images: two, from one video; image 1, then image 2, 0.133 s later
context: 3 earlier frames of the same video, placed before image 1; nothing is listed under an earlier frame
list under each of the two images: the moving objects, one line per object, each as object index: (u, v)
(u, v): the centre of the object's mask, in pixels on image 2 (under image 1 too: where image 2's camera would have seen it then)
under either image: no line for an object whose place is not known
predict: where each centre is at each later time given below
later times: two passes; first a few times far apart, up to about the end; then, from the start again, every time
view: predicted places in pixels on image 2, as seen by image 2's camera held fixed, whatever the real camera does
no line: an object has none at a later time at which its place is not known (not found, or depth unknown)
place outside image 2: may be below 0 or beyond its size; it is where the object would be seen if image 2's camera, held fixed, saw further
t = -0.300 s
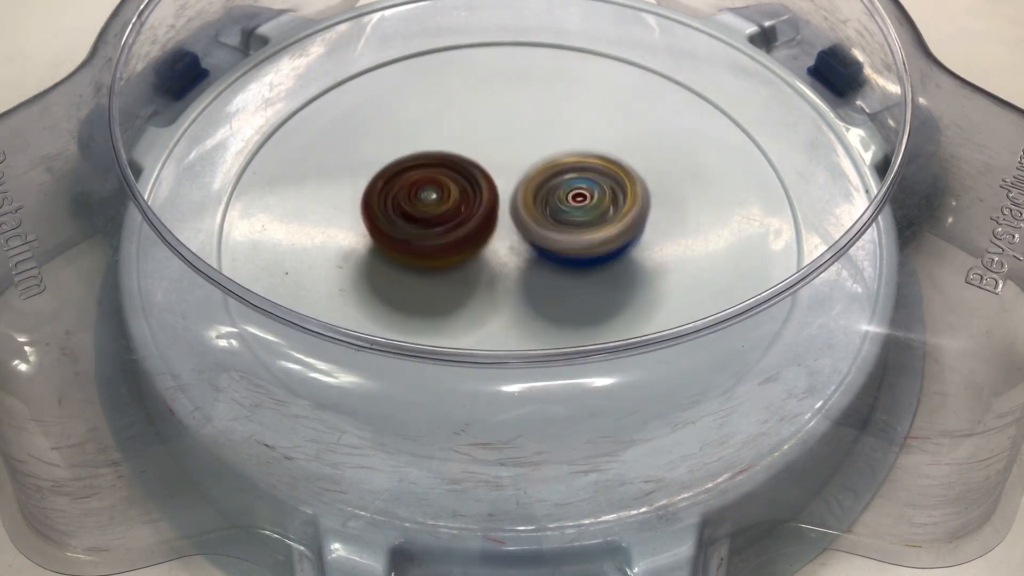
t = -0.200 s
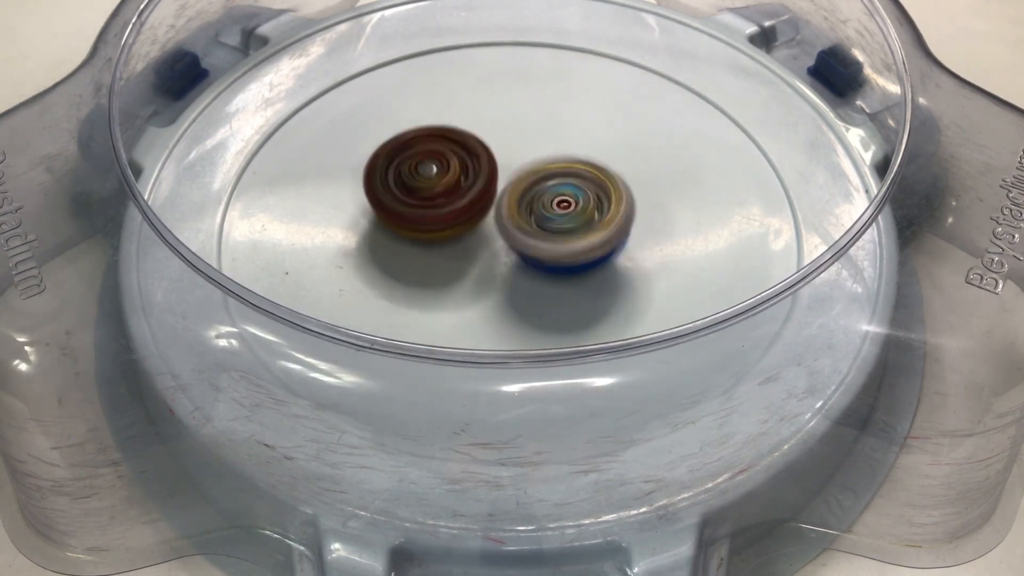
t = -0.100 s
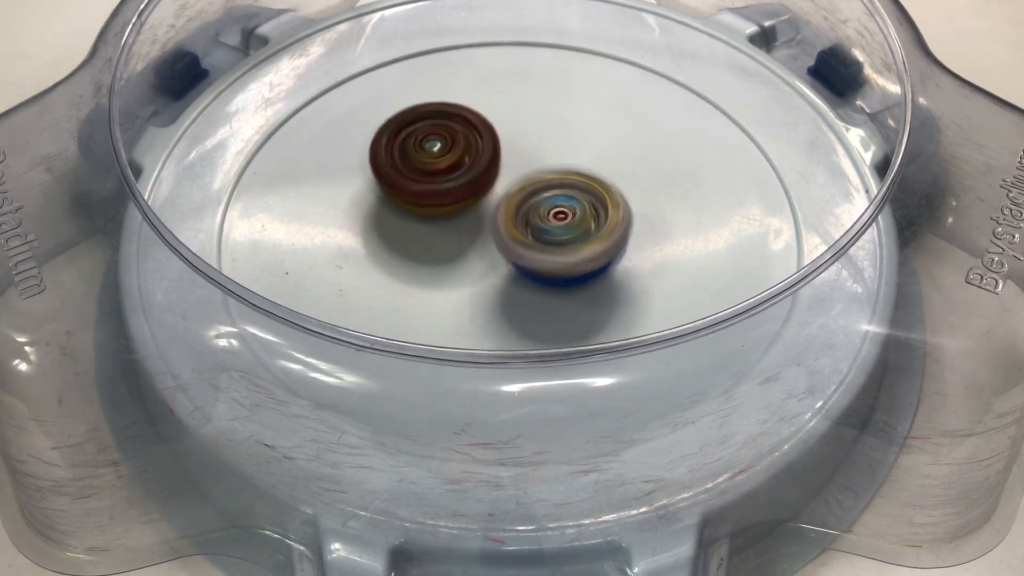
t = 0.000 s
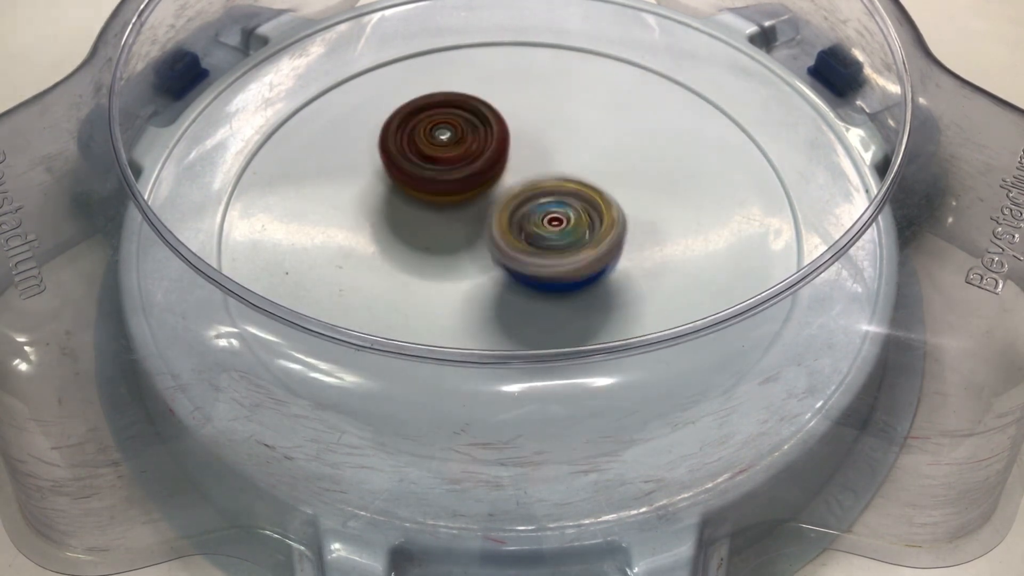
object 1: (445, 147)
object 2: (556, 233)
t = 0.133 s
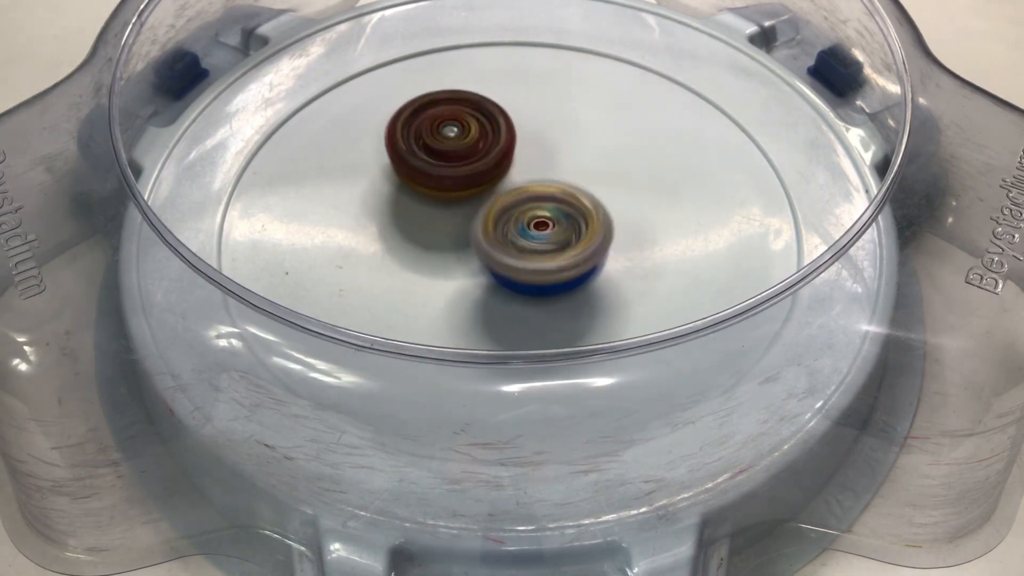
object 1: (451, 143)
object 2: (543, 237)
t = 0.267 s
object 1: (458, 142)
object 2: (520, 236)
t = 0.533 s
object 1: (490, 139)
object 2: (496, 260)
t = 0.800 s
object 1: (526, 142)
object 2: (509, 243)
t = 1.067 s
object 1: (567, 126)
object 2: (523, 256)
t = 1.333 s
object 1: (581, 128)
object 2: (498, 228)
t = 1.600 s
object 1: (586, 145)
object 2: (453, 249)
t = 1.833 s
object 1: (604, 173)
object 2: (427, 260)
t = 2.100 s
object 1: (623, 183)
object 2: (392, 275)
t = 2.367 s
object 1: (596, 207)
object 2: (447, 238)
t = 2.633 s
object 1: (652, 195)
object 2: (411, 221)
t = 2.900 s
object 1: (615, 208)
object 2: (444, 183)
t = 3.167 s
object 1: (619, 219)
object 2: (406, 155)
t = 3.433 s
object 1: (580, 239)
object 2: (459, 180)
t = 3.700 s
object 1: (618, 281)
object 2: (497, 189)
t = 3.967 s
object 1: (604, 287)
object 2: (542, 173)
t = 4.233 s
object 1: (535, 269)
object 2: (541, 158)
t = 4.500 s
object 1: (465, 297)
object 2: (532, 147)
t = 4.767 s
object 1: (454, 284)
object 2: (512, 183)
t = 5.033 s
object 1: (451, 271)
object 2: (545, 171)
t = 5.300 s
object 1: (453, 240)
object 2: (587, 186)
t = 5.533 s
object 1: (439, 228)
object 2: (584, 210)
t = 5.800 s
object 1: (413, 217)
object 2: (567, 225)
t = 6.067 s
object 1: (400, 202)
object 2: (561, 227)
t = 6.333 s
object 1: (431, 195)
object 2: (564, 232)
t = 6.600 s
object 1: (432, 168)
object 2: (558, 229)
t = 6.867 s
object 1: (434, 173)
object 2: (551, 224)
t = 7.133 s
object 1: (416, 160)
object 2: (574, 251)
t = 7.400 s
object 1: (449, 182)
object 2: (566, 257)
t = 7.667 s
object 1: (494, 170)
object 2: (552, 258)
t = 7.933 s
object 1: (534, 172)
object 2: (554, 257)
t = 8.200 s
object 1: (540, 172)
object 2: (521, 250)
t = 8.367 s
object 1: (542, 173)
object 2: (521, 253)
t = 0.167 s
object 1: (453, 143)
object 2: (537, 237)
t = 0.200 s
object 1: (454, 143)
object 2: (531, 237)
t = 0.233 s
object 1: (456, 142)
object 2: (526, 236)
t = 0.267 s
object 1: (458, 142)
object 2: (520, 236)
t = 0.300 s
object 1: (459, 141)
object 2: (513, 235)
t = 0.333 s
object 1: (462, 140)
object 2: (506, 235)
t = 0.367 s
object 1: (465, 139)
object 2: (502, 238)
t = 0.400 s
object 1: (471, 138)
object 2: (498, 242)
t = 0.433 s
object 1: (475, 137)
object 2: (495, 248)
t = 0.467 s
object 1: (481, 137)
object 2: (495, 253)
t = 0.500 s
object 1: (486, 138)
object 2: (495, 258)
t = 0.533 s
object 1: (490, 139)
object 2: (496, 260)
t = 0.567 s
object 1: (494, 140)
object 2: (498, 261)
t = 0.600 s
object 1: (499, 140)
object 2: (501, 261)
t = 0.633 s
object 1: (503, 142)
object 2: (503, 259)
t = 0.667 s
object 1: (508, 143)
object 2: (505, 257)
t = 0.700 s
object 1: (512, 144)
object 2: (507, 254)
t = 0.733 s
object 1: (516, 144)
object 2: (510, 248)
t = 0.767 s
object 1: (522, 144)
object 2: (512, 243)
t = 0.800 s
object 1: (526, 142)
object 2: (509, 243)
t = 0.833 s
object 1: (534, 136)
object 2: (510, 248)
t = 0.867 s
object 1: (543, 131)
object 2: (511, 253)
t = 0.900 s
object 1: (551, 127)
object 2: (514, 256)
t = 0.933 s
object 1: (558, 125)
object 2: (515, 259)
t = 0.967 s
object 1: (562, 124)
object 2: (516, 260)
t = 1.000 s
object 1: (565, 124)
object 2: (519, 260)
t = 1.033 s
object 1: (565, 125)
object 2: (522, 259)
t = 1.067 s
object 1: (567, 126)
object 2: (523, 256)
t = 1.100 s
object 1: (569, 127)
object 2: (524, 253)
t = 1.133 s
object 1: (570, 127)
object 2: (524, 249)
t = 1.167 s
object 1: (572, 128)
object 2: (525, 244)
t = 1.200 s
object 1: (573, 129)
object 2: (525, 236)
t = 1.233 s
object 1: (575, 130)
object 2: (522, 230)
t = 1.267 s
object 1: (575, 132)
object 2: (518, 224)
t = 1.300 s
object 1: (579, 130)
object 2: (507, 226)
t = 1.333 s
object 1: (581, 128)
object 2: (498, 228)
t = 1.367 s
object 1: (580, 128)
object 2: (488, 231)
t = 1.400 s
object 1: (581, 131)
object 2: (480, 235)
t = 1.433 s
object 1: (583, 132)
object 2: (471, 238)
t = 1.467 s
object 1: (585, 133)
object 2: (464, 240)
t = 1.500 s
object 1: (585, 135)
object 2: (460, 243)
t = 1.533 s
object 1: (586, 137)
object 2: (457, 245)
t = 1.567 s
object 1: (587, 139)
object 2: (455, 247)
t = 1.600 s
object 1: (586, 145)
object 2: (453, 249)
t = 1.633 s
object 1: (585, 151)
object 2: (454, 249)
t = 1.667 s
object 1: (583, 159)
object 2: (456, 249)
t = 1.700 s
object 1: (581, 168)
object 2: (460, 248)
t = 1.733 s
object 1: (578, 177)
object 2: (466, 245)
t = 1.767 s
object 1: (582, 181)
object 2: (459, 246)
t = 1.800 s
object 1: (596, 174)
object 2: (441, 255)
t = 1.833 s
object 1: (604, 173)
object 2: (427, 260)
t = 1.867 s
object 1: (612, 175)
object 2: (420, 263)
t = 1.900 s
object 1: (616, 176)
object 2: (414, 266)
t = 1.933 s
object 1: (620, 178)
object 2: (406, 269)
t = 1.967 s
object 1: (622, 177)
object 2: (398, 271)
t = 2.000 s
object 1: (621, 179)
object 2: (391, 273)
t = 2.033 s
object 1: (621, 180)
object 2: (388, 275)
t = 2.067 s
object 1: (621, 182)
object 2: (388, 275)
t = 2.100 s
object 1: (623, 183)
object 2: (392, 275)
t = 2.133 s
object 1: (622, 184)
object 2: (398, 272)
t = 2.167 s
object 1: (622, 185)
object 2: (405, 267)
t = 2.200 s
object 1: (621, 188)
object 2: (415, 261)
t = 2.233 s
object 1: (617, 191)
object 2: (425, 256)
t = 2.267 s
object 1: (612, 195)
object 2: (434, 250)
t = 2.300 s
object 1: (604, 199)
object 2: (443, 245)
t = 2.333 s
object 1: (597, 205)
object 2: (451, 241)
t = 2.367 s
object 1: (596, 207)
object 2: (447, 238)
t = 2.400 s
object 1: (619, 200)
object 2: (428, 237)
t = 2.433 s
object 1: (632, 196)
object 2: (414, 237)
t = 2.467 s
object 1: (640, 195)
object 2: (407, 234)
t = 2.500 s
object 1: (648, 195)
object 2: (404, 231)
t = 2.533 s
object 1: (652, 194)
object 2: (403, 229)
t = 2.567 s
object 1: (653, 193)
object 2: (404, 226)
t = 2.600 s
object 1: (653, 194)
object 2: (405, 224)
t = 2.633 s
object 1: (652, 195)
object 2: (411, 221)
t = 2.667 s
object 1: (651, 198)
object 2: (416, 217)
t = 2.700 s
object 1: (649, 199)
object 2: (424, 212)
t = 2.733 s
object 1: (644, 200)
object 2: (432, 207)
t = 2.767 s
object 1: (636, 201)
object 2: (439, 202)
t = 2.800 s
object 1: (625, 203)
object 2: (447, 198)
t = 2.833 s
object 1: (613, 205)
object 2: (455, 194)
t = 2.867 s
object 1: (602, 206)
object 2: (459, 191)
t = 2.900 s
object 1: (615, 208)
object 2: (444, 183)
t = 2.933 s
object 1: (620, 210)
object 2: (432, 177)
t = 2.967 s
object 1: (622, 210)
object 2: (427, 172)
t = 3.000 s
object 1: (621, 211)
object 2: (422, 168)
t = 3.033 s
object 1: (619, 214)
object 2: (416, 164)
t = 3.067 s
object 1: (620, 216)
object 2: (411, 158)
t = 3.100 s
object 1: (620, 217)
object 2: (407, 156)
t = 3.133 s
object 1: (619, 218)
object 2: (406, 154)
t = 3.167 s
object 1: (619, 219)
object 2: (406, 155)
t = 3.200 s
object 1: (618, 221)
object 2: (408, 156)
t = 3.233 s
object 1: (616, 223)
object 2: (412, 159)
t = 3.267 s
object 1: (612, 225)
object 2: (418, 161)
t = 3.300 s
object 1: (606, 228)
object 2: (428, 166)
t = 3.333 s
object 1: (601, 231)
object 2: (436, 169)
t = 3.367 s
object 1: (594, 233)
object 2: (445, 173)
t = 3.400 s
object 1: (587, 236)
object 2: (453, 177)
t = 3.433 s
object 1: (580, 239)
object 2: (459, 180)
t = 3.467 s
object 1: (590, 250)
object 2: (456, 177)
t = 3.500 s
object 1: (596, 257)
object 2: (455, 177)
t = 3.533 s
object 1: (601, 263)
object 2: (460, 178)
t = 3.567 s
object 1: (604, 268)
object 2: (464, 180)
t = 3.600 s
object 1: (610, 274)
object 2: (472, 183)
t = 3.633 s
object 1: (614, 278)
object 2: (479, 185)
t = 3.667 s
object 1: (616, 281)
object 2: (487, 186)
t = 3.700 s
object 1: (618, 281)
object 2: (497, 189)
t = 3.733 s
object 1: (616, 281)
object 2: (503, 190)
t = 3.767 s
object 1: (612, 282)
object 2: (512, 191)
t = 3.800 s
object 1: (608, 281)
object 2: (520, 194)
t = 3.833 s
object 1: (613, 283)
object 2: (526, 190)
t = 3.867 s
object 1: (613, 285)
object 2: (531, 186)
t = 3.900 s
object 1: (611, 286)
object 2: (533, 182)
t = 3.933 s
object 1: (608, 286)
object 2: (537, 178)
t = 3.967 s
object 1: (604, 287)
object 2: (542, 173)
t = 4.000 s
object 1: (600, 285)
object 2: (545, 169)
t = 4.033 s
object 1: (594, 283)
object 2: (547, 165)
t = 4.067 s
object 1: (586, 282)
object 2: (548, 162)
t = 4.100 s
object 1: (576, 278)
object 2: (546, 161)
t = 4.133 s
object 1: (565, 273)
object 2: (544, 159)
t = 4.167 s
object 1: (556, 269)
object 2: (542, 159)
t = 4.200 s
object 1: (545, 265)
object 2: (539, 159)
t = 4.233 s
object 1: (535, 269)
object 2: (541, 158)
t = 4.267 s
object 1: (526, 275)
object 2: (543, 155)
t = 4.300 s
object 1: (516, 279)
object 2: (542, 152)
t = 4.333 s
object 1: (507, 283)
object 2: (541, 149)
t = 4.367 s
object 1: (497, 288)
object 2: (539, 147)
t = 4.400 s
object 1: (487, 291)
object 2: (537, 146)
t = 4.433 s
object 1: (479, 294)
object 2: (536, 145)
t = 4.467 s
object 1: (471, 296)
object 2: (535, 145)
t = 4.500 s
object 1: (465, 297)
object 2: (532, 147)
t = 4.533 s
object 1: (459, 297)
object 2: (530, 151)
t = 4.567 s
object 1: (458, 296)
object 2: (526, 156)
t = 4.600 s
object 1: (458, 296)
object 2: (525, 159)
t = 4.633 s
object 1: (456, 296)
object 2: (523, 164)
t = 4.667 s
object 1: (452, 294)
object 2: (519, 172)
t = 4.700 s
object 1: (449, 292)
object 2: (515, 176)
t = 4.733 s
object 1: (452, 288)
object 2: (513, 181)
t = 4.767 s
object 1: (454, 284)
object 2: (512, 183)
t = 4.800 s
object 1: (454, 281)
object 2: (515, 183)
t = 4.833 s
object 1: (454, 280)
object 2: (522, 183)
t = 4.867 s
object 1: (456, 277)
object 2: (526, 181)
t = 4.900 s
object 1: (453, 276)
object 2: (529, 180)
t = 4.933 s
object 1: (452, 276)
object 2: (531, 176)
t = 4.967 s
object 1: (452, 276)
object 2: (535, 174)
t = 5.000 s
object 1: (452, 274)
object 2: (539, 172)
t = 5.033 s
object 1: (451, 271)
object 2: (545, 171)
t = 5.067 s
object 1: (449, 269)
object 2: (551, 171)
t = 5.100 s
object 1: (451, 265)
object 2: (556, 171)
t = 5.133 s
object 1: (452, 261)
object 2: (560, 172)
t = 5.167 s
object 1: (455, 255)
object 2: (564, 175)
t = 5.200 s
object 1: (457, 249)
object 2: (569, 178)
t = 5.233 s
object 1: (458, 244)
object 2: (574, 181)
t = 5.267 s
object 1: (455, 243)
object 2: (580, 183)
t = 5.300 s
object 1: (453, 240)
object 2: (587, 186)
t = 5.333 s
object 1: (451, 236)
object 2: (588, 190)
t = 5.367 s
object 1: (448, 234)
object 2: (589, 191)
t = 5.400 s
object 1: (446, 234)
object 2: (593, 192)
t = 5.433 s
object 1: (445, 232)
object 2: (592, 198)
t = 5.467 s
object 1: (444, 229)
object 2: (588, 205)
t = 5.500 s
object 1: (441, 228)
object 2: (587, 208)
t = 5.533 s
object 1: (439, 228)
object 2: (584, 210)
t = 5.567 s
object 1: (439, 227)
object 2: (581, 213)
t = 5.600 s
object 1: (431, 227)
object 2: (584, 217)
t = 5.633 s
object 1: (427, 226)
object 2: (582, 220)
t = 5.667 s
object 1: (422, 223)
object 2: (580, 221)
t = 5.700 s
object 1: (418, 220)
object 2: (581, 221)
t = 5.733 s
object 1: (415, 219)
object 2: (580, 223)
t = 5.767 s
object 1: (413, 217)
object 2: (575, 224)
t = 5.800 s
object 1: (413, 217)
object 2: (567, 225)
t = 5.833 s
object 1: (416, 217)
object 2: (562, 226)
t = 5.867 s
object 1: (417, 214)
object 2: (557, 226)
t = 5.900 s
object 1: (417, 212)
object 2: (555, 225)
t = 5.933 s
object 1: (413, 211)
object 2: (556, 226)
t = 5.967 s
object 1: (405, 209)
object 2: (560, 229)
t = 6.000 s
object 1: (403, 207)
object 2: (560, 230)
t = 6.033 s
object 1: (402, 203)
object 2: (560, 228)
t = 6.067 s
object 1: (400, 202)
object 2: (561, 227)
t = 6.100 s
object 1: (400, 203)
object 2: (569, 227)
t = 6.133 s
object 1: (403, 202)
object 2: (571, 229)
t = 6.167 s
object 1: (406, 201)
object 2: (568, 231)
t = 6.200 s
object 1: (408, 198)
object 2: (570, 231)
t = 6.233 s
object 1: (411, 197)
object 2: (571, 232)
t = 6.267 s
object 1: (418, 197)
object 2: (565, 233)
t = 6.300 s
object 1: (425, 196)
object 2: (563, 233)
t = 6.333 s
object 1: (431, 195)
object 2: (564, 232)
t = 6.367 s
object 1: (437, 193)
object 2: (560, 232)
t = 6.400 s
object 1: (436, 190)
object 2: (558, 232)
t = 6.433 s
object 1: (435, 187)
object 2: (561, 232)
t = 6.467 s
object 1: (434, 183)
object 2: (560, 232)
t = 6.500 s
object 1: (435, 178)
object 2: (560, 232)
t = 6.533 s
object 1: (433, 173)
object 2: (563, 232)
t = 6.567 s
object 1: (432, 170)
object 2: (559, 230)
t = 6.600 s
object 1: (432, 168)
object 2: (558, 229)
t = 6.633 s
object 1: (431, 167)
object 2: (561, 228)
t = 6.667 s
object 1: (432, 167)
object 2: (557, 226)
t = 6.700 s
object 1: (435, 167)
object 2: (553, 223)
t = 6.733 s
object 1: (439, 167)
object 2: (555, 221)
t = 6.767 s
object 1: (439, 168)
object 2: (556, 221)
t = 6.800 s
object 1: (434, 170)
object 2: (558, 225)
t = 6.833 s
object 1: (433, 173)
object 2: (556, 225)
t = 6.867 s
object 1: (434, 173)
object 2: (551, 224)
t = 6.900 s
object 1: (419, 165)
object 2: (568, 231)
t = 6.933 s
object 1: (408, 161)
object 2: (577, 241)
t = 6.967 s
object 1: (403, 162)
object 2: (577, 246)
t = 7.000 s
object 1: (405, 165)
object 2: (581, 247)
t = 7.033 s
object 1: (411, 166)
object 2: (578, 250)
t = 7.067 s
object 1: (415, 164)
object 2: (577, 250)
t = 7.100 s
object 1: (416, 162)
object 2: (575, 251)
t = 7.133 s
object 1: (416, 160)
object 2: (574, 251)
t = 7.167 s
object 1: (420, 164)
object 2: (571, 252)
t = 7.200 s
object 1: (428, 168)
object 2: (569, 252)
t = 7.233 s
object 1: (436, 172)
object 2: (562, 253)
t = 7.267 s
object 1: (444, 177)
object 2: (556, 250)
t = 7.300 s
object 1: (446, 179)
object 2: (552, 250)
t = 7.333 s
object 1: (446, 181)
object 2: (559, 252)
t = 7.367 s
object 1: (447, 182)
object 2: (565, 256)
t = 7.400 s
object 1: (449, 182)
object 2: (566, 257)
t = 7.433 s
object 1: (453, 180)
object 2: (567, 259)
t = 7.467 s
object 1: (459, 180)
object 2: (565, 259)
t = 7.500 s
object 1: (465, 179)
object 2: (564, 257)
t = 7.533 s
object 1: (469, 179)
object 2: (564, 259)
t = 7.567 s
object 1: (475, 175)
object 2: (562, 258)
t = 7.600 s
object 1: (481, 174)
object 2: (560, 257)
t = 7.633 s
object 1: (488, 171)
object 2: (556, 258)
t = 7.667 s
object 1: (494, 170)
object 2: (552, 258)
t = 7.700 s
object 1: (500, 167)
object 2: (550, 256)
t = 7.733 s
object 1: (507, 167)
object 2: (547, 255)
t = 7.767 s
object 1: (516, 167)
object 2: (545, 257)
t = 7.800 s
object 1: (524, 170)
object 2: (549, 259)
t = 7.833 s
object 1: (526, 172)
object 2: (553, 260)
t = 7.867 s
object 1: (528, 172)
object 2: (556, 259)
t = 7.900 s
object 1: (531, 172)
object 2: (555, 258)
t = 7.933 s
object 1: (534, 172)
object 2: (554, 257)
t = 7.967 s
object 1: (538, 172)
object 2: (550, 256)
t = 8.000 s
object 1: (541, 173)
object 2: (547, 256)
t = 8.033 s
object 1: (542, 173)
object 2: (543, 255)
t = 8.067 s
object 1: (541, 172)
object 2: (538, 253)
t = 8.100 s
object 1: (540, 172)
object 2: (532, 252)
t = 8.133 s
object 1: (540, 172)
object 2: (528, 252)
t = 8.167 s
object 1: (540, 172)
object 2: (524, 251)
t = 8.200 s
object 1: (540, 172)
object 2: (521, 250)
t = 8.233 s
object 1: (540, 172)
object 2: (519, 250)
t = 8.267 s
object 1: (541, 172)
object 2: (520, 252)
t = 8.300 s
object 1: (541, 173)
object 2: (522, 253)
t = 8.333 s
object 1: (542, 173)
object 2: (522, 252)
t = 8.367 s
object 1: (542, 173)
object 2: (521, 253)
